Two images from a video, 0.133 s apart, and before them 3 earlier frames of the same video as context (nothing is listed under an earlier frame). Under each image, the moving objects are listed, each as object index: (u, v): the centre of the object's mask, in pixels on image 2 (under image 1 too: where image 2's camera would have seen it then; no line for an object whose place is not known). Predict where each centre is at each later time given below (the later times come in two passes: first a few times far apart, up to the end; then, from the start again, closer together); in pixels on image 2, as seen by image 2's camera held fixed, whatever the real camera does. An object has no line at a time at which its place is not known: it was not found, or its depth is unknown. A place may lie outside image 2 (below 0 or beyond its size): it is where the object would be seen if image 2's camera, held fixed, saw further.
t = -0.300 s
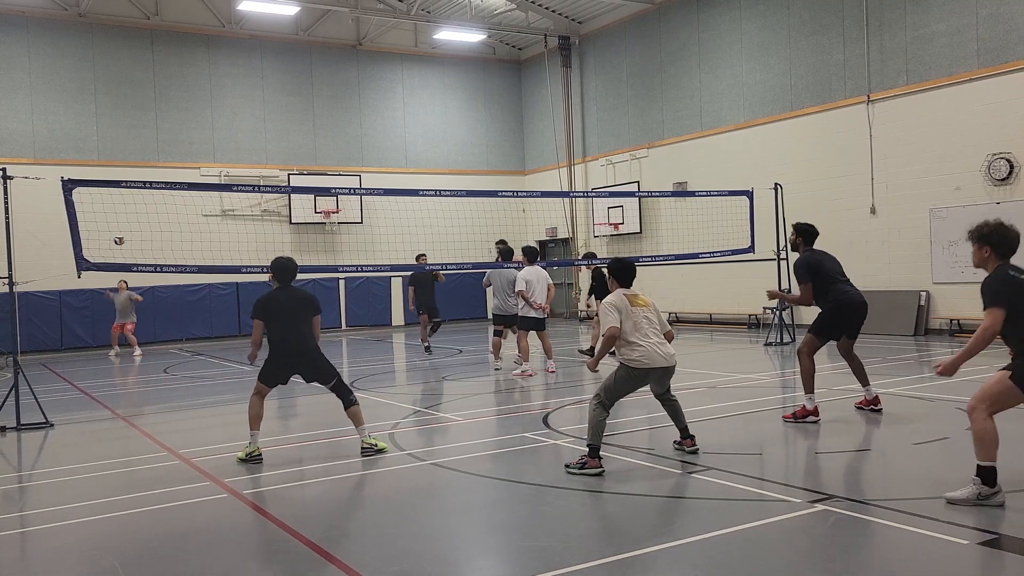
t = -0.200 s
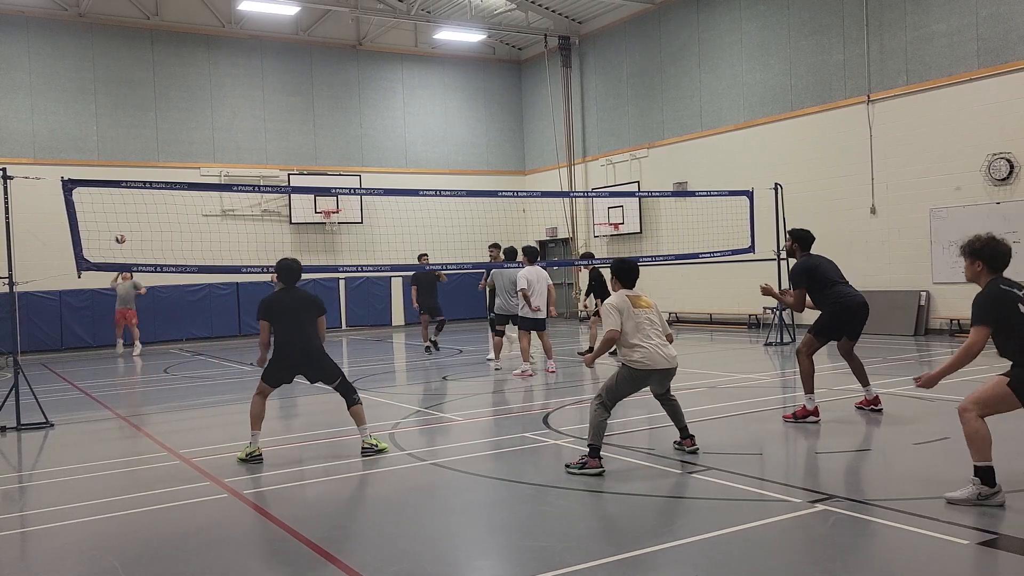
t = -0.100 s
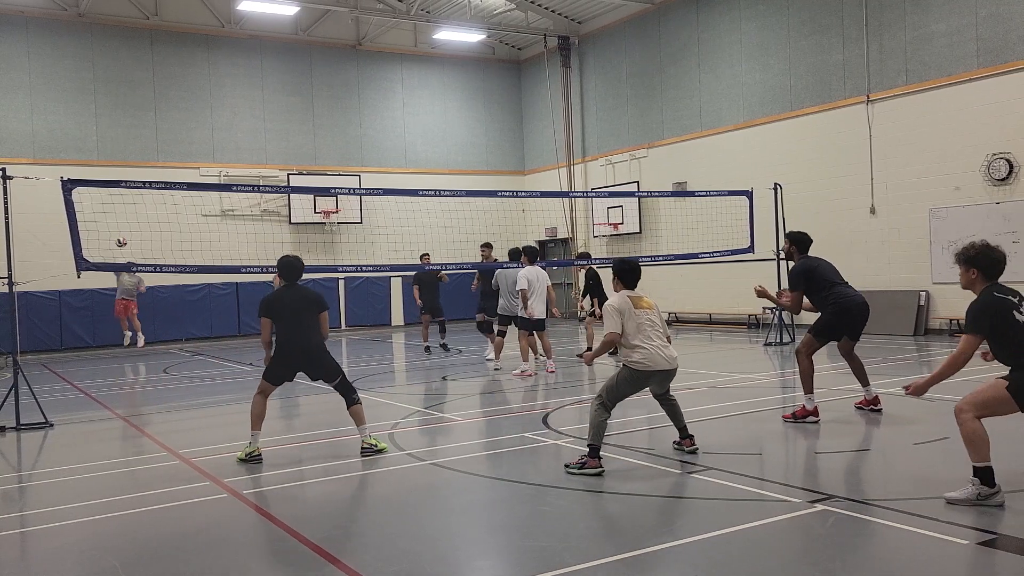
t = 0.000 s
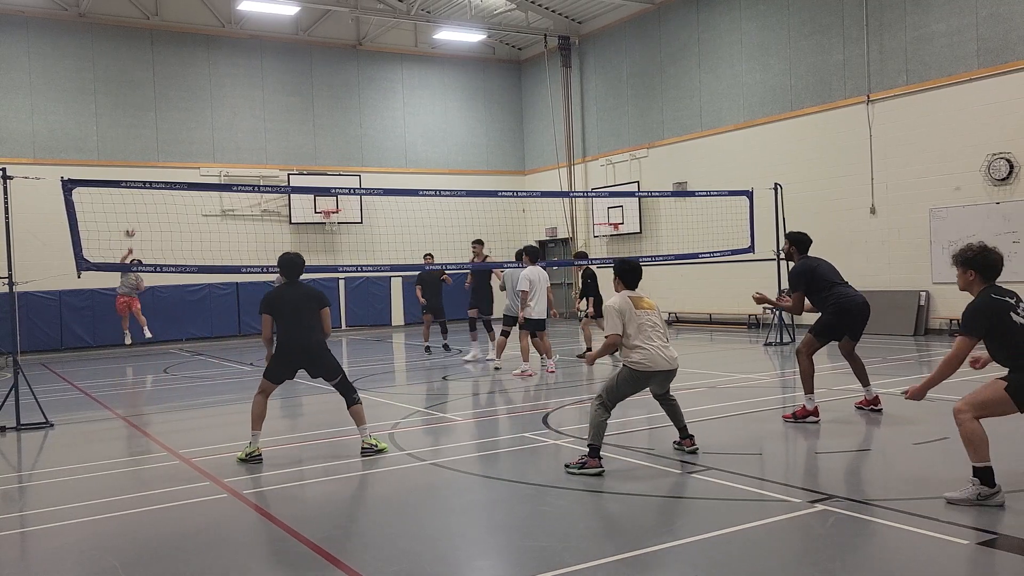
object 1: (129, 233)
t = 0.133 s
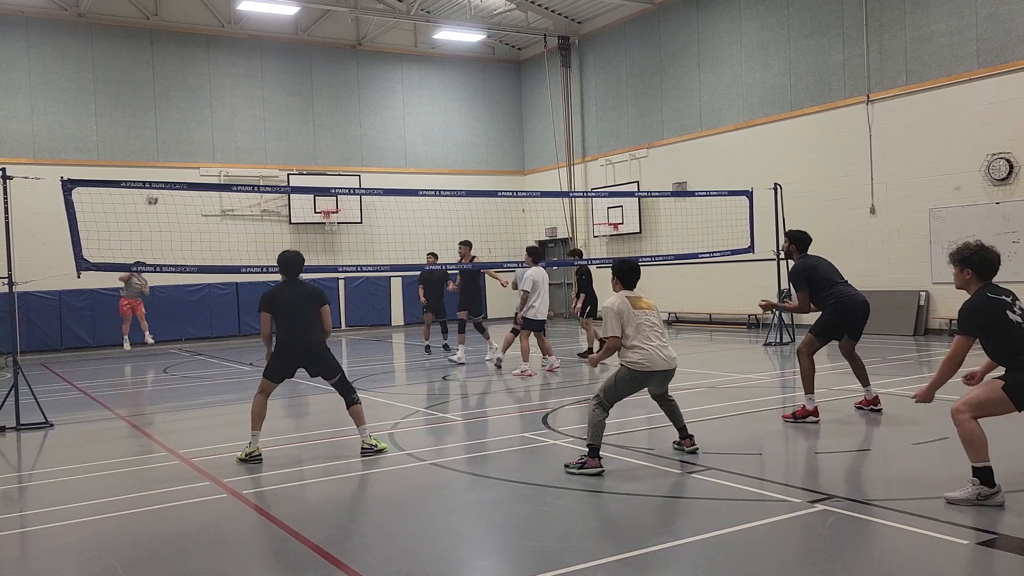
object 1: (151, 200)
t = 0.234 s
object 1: (173, 177)
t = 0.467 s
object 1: (236, 143)
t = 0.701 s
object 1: (330, 129)
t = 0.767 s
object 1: (364, 134)
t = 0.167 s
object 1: (159, 194)
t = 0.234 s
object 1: (173, 177)
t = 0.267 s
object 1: (181, 172)
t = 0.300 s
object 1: (189, 166)
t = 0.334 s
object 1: (198, 160)
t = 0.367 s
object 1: (206, 155)
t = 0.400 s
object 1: (216, 151)
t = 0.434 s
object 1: (225, 147)
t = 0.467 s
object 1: (236, 143)
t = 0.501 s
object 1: (247, 139)
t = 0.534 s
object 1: (259, 136)
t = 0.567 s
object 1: (271, 133)
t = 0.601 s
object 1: (285, 131)
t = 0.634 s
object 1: (299, 130)
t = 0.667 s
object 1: (314, 130)
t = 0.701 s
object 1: (330, 129)
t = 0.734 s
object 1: (346, 131)
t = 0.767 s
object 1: (364, 134)
